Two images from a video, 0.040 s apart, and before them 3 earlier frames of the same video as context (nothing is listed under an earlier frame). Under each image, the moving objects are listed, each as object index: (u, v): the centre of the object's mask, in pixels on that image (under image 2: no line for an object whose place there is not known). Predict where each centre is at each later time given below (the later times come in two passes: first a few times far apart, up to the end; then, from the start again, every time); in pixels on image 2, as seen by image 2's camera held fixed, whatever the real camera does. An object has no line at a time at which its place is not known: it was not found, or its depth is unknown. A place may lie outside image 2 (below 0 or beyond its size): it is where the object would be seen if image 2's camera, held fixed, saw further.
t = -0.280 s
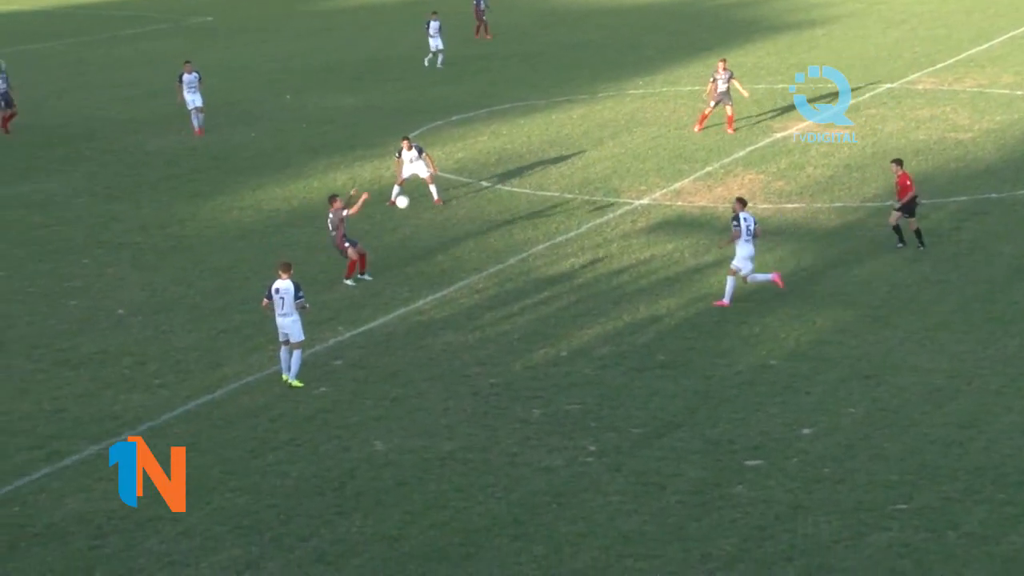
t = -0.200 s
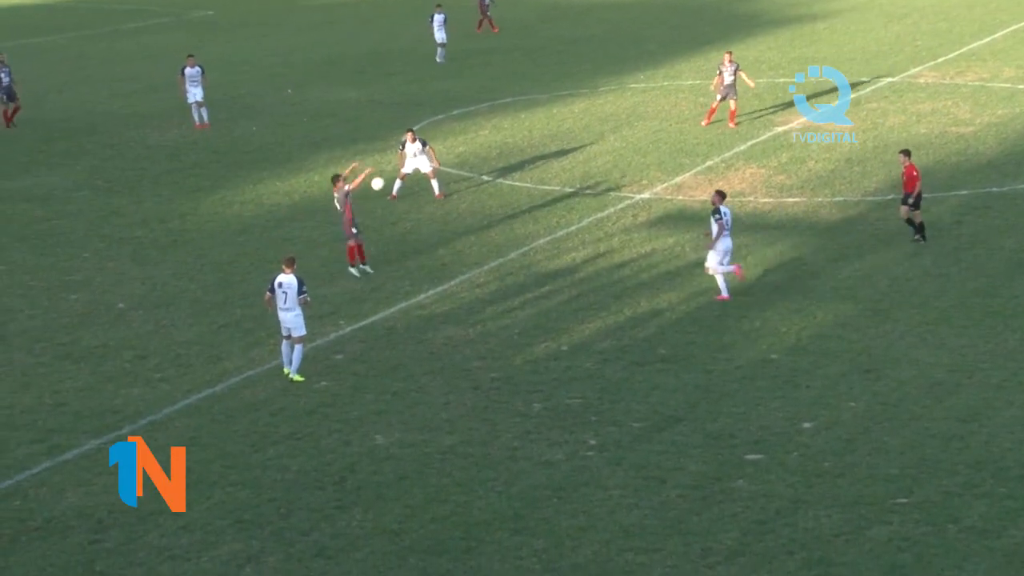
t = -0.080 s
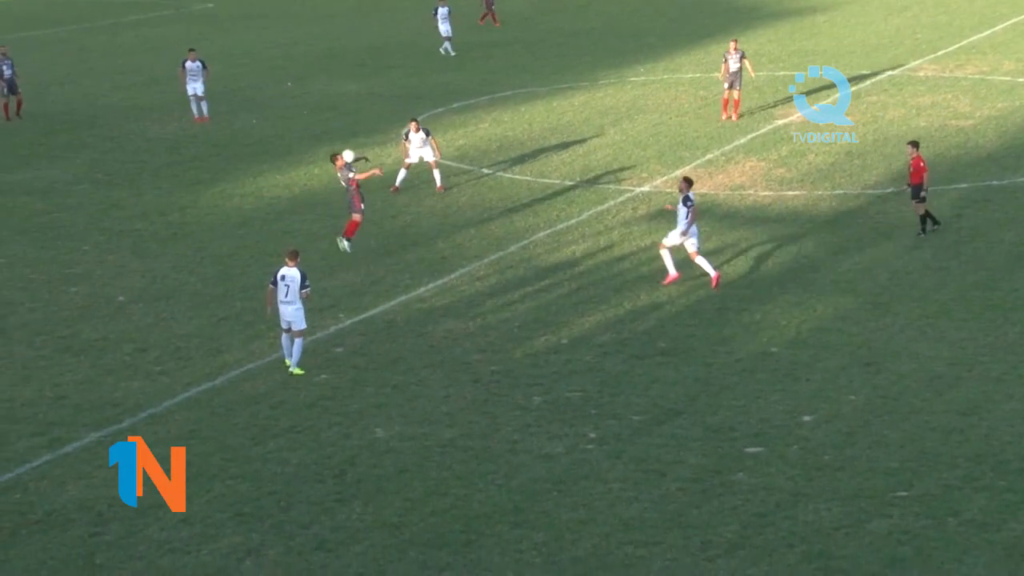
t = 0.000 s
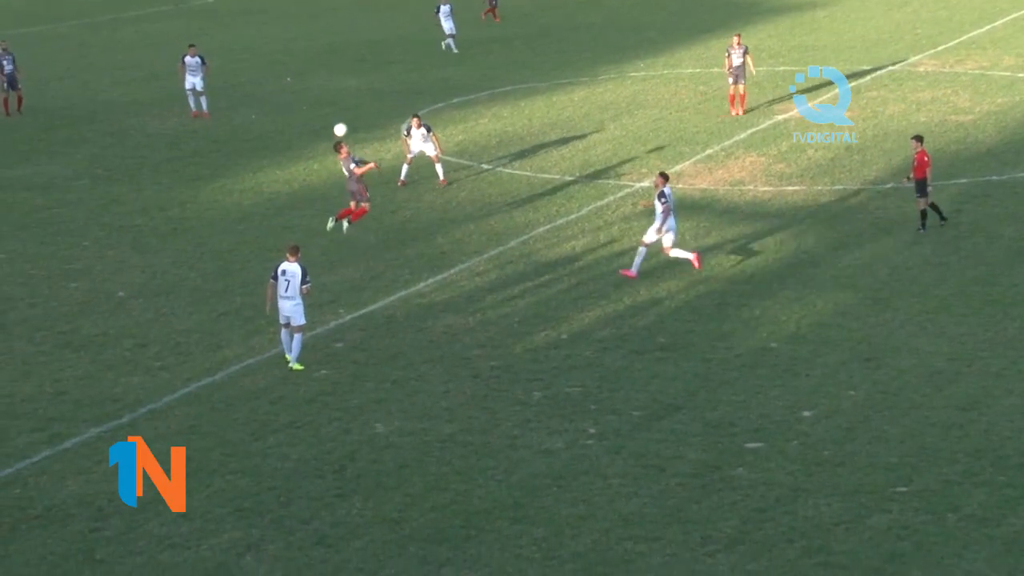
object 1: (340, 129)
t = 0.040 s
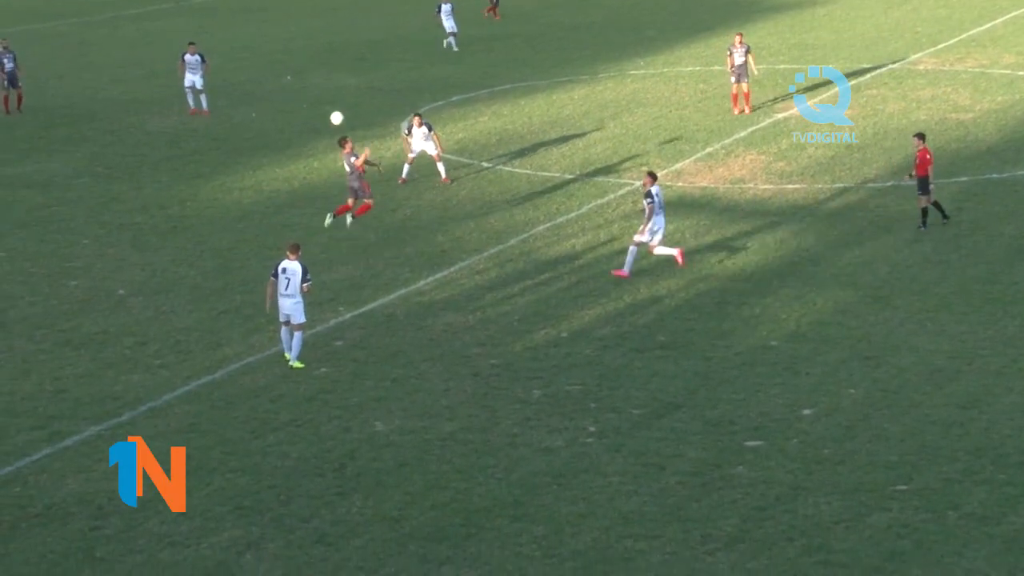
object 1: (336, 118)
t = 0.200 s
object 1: (323, 89)
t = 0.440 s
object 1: (304, 73)
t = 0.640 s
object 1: (289, 85)
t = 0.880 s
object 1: (273, 127)
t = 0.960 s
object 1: (268, 148)
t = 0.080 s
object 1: (334, 109)
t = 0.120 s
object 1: (330, 101)
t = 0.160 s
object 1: (327, 95)
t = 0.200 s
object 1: (323, 89)
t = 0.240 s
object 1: (319, 84)
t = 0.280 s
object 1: (316, 80)
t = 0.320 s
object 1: (313, 77)
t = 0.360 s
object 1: (310, 74)
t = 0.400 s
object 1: (307, 73)
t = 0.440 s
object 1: (304, 73)
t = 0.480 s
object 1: (301, 73)
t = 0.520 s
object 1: (298, 74)
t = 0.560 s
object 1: (295, 77)
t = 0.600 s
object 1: (292, 80)
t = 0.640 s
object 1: (289, 85)
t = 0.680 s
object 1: (286, 89)
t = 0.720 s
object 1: (283, 95)
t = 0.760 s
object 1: (281, 102)
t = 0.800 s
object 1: (278, 109)
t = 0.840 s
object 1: (276, 118)
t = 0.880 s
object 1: (273, 127)
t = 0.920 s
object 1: (271, 137)
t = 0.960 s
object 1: (268, 148)
